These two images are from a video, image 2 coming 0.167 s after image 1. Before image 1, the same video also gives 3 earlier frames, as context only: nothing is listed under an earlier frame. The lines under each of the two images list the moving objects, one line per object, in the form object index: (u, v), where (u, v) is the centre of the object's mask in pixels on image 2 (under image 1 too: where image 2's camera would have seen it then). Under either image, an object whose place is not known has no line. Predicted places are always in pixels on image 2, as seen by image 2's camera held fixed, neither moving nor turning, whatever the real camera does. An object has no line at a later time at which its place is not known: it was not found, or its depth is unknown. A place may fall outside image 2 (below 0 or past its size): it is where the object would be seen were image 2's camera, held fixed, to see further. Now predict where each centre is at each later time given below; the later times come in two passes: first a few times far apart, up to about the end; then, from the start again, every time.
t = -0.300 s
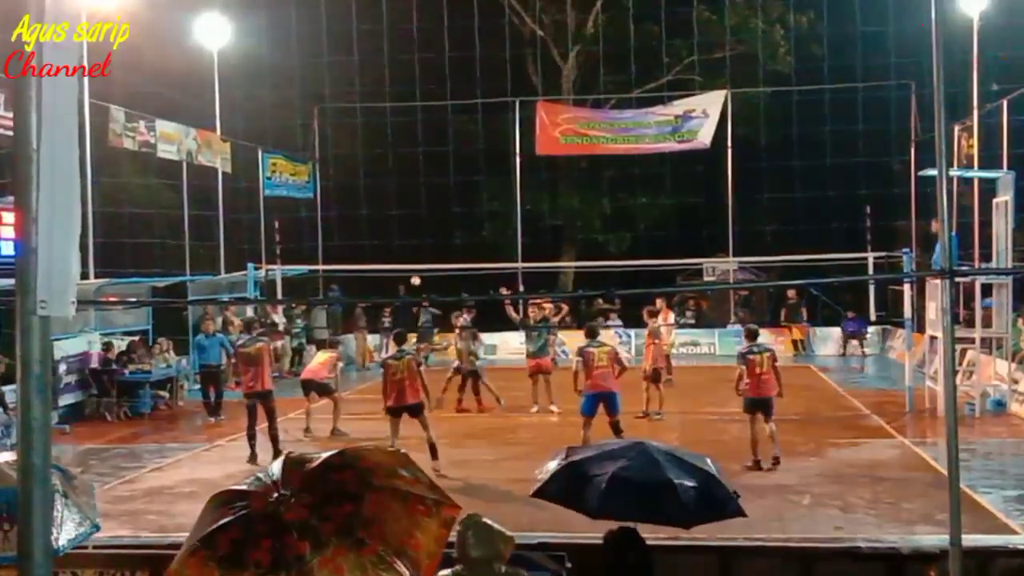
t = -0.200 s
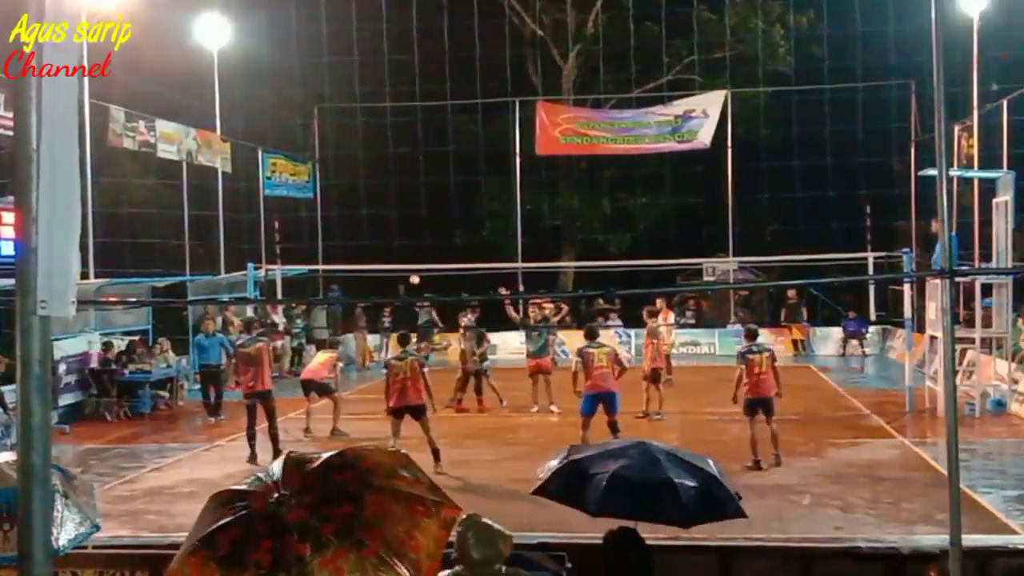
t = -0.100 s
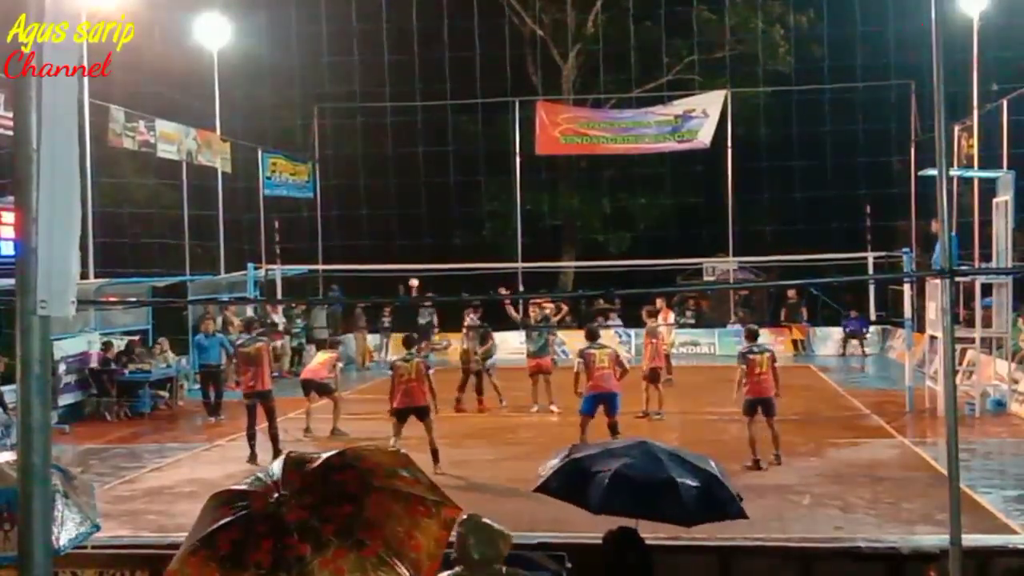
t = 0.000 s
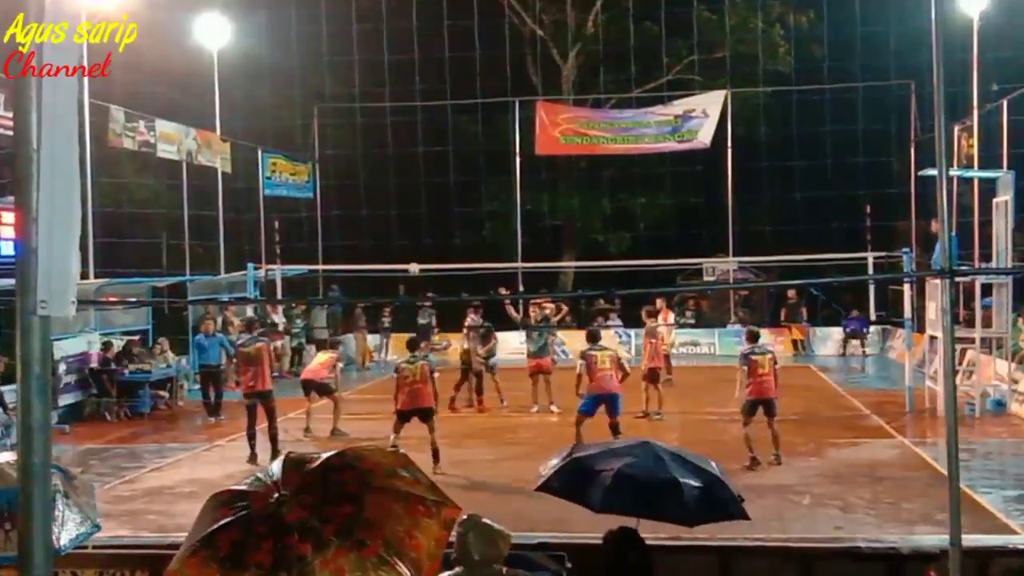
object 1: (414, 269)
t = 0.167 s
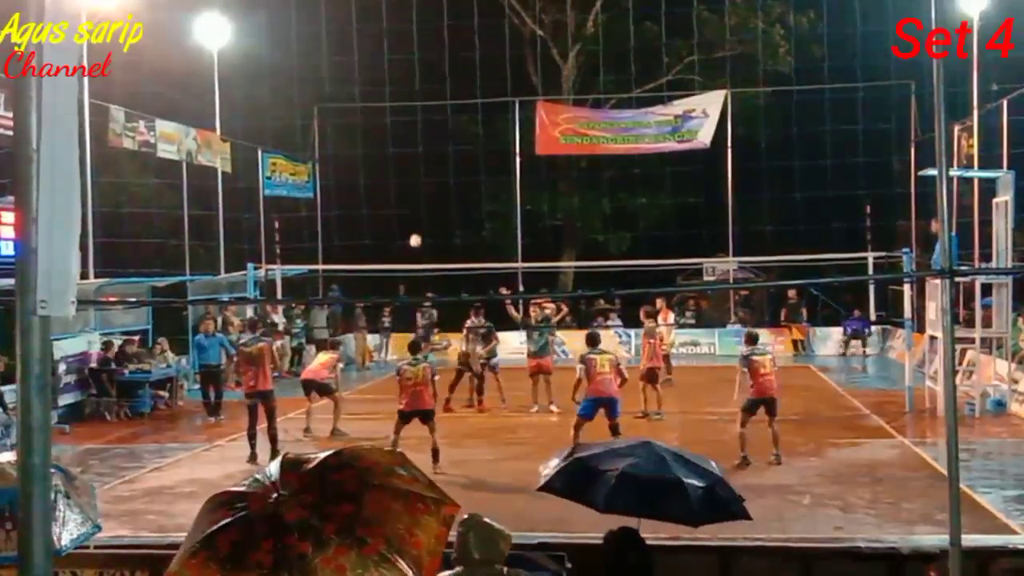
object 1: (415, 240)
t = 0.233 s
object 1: (416, 231)
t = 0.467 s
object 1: (419, 210)
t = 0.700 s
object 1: (424, 221)
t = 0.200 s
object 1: (416, 236)
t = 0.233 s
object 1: (416, 231)
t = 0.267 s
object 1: (417, 226)
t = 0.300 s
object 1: (417, 222)
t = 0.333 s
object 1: (418, 219)
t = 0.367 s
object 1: (418, 216)
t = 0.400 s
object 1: (418, 213)
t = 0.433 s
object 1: (419, 211)
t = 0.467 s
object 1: (419, 210)
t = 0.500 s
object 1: (420, 210)
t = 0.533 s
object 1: (421, 210)
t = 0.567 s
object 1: (422, 210)
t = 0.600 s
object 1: (422, 212)
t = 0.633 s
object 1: (423, 214)
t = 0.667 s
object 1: (423, 217)
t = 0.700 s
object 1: (424, 221)
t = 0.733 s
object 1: (425, 226)
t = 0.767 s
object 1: (425, 232)
